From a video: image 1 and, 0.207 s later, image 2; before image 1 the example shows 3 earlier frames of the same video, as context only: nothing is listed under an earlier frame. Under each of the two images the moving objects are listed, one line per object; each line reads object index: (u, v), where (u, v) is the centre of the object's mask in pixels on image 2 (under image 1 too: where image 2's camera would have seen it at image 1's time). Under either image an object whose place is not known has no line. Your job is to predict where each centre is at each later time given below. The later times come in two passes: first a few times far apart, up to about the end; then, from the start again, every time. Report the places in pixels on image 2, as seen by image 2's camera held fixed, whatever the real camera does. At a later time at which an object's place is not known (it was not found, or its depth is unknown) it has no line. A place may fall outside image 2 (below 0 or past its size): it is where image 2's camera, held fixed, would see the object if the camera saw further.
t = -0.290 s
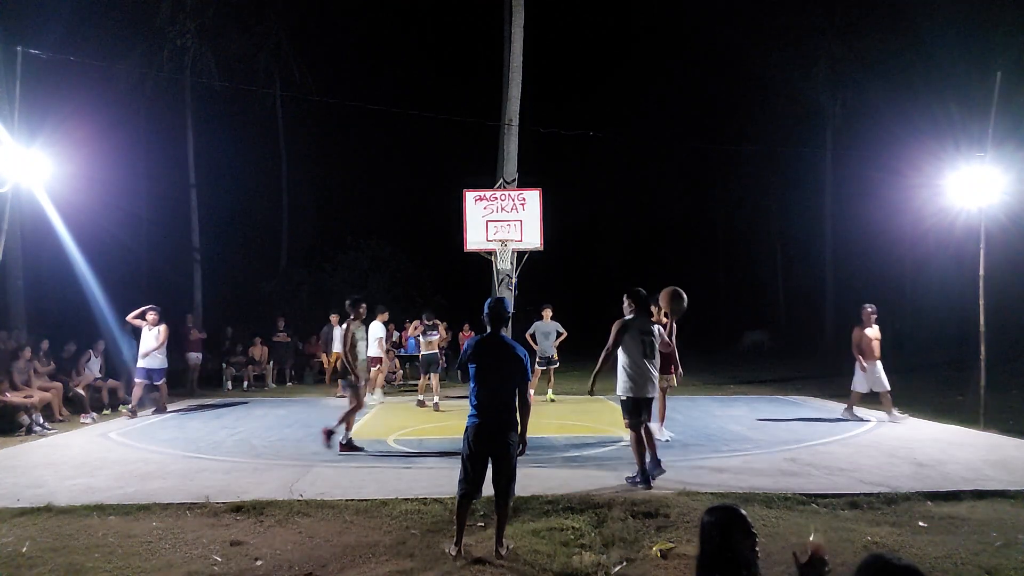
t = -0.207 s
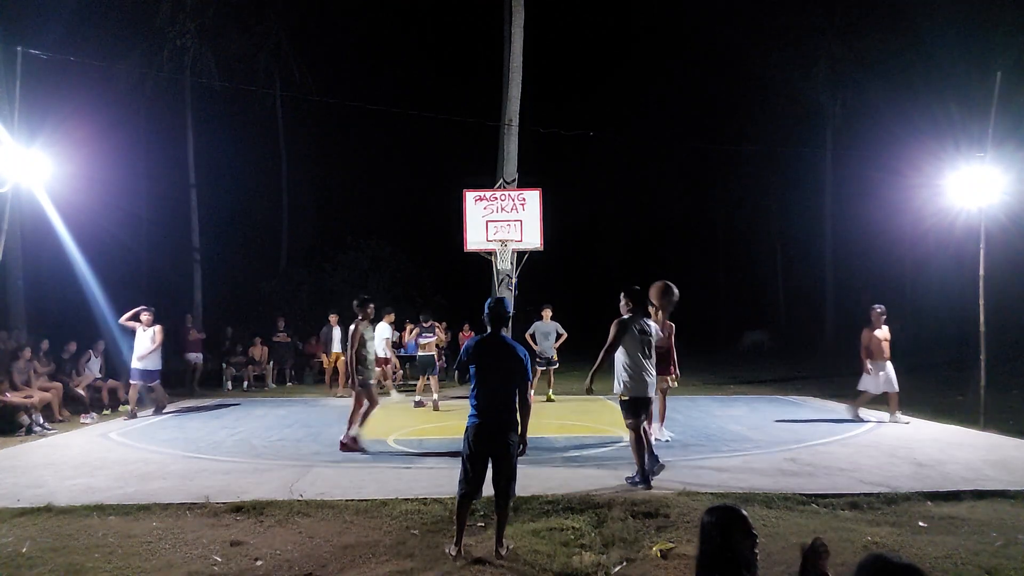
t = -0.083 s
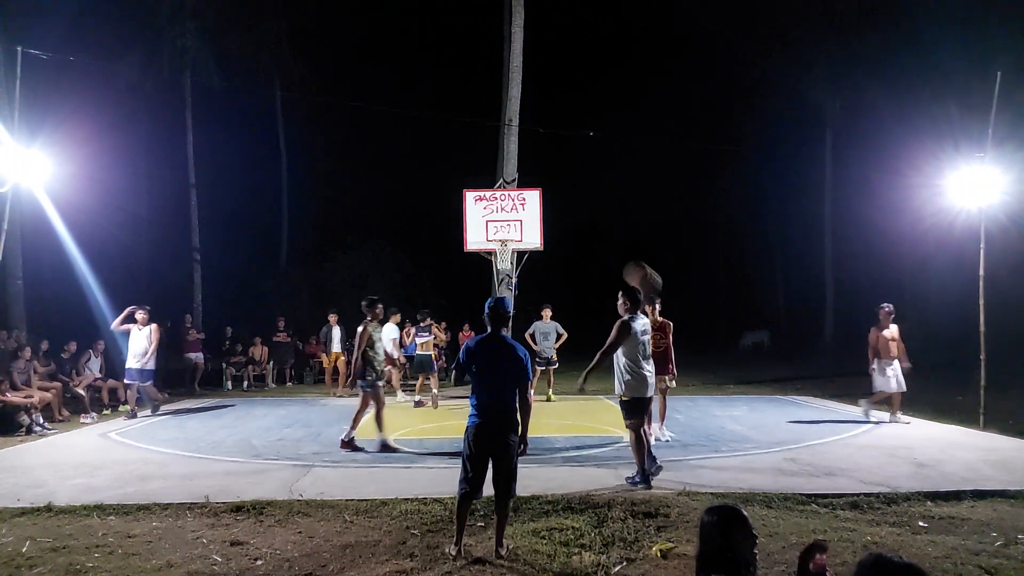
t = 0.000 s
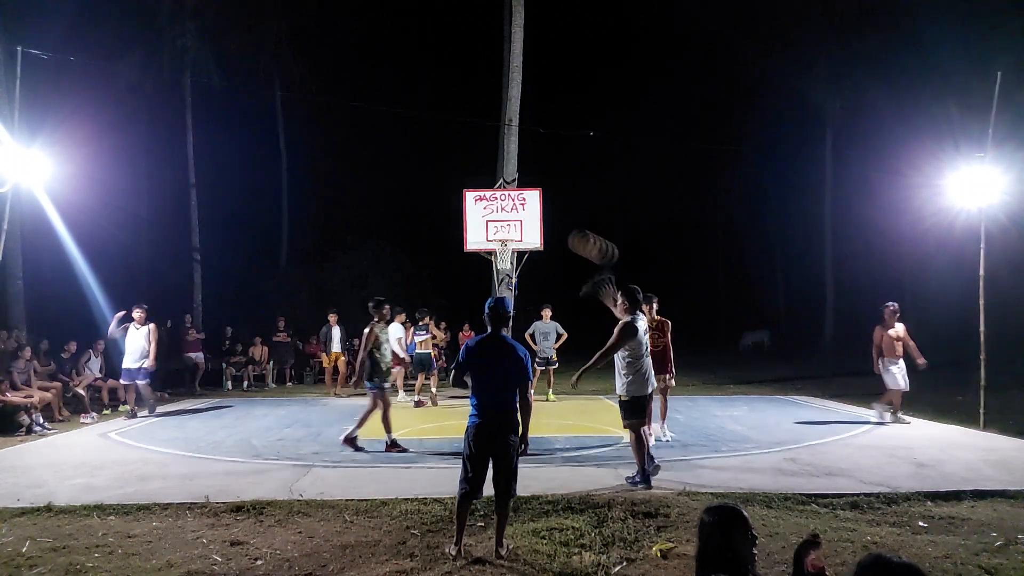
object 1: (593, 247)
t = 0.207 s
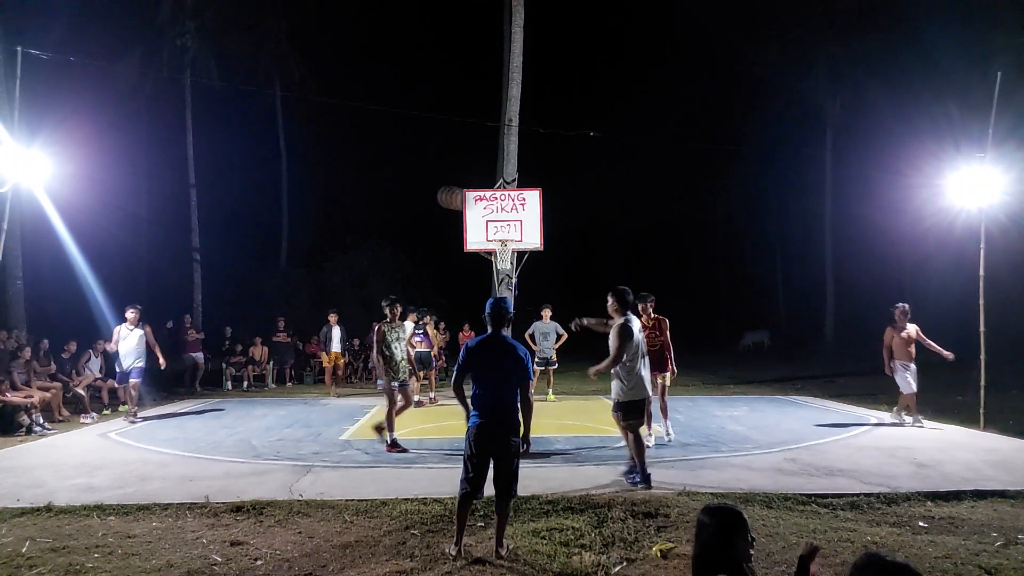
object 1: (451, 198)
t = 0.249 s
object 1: (435, 195)
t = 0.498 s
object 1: (308, 200)
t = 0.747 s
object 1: (201, 250)
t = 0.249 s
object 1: (435, 195)
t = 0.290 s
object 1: (413, 192)
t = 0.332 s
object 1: (390, 191)
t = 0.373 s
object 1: (369, 191)
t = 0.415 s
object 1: (348, 193)
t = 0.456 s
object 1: (327, 196)
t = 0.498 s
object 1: (308, 200)
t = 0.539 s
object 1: (289, 206)
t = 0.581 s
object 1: (271, 212)
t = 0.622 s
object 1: (252, 220)
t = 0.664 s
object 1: (235, 229)
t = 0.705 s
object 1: (218, 239)
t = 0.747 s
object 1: (201, 250)
